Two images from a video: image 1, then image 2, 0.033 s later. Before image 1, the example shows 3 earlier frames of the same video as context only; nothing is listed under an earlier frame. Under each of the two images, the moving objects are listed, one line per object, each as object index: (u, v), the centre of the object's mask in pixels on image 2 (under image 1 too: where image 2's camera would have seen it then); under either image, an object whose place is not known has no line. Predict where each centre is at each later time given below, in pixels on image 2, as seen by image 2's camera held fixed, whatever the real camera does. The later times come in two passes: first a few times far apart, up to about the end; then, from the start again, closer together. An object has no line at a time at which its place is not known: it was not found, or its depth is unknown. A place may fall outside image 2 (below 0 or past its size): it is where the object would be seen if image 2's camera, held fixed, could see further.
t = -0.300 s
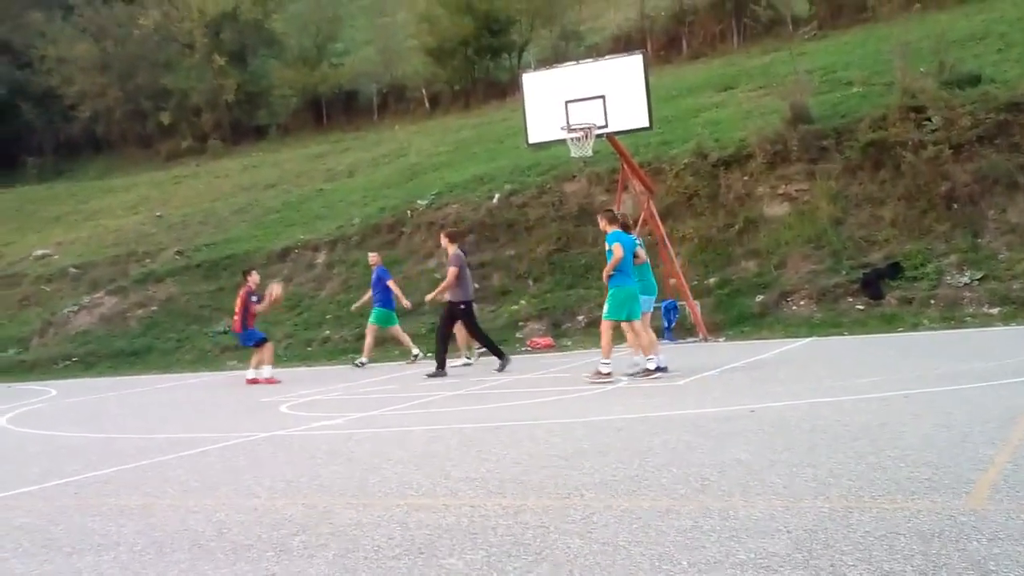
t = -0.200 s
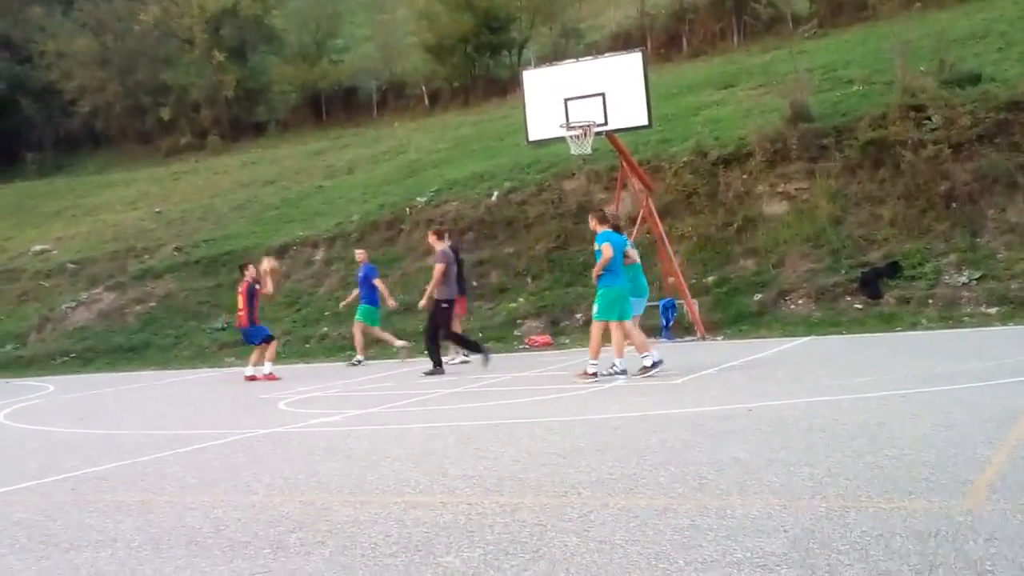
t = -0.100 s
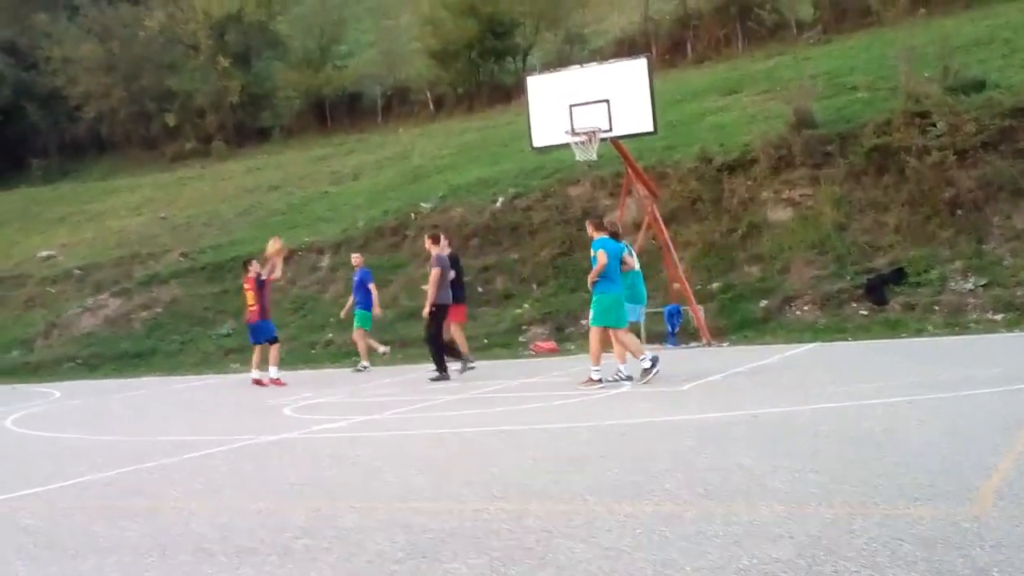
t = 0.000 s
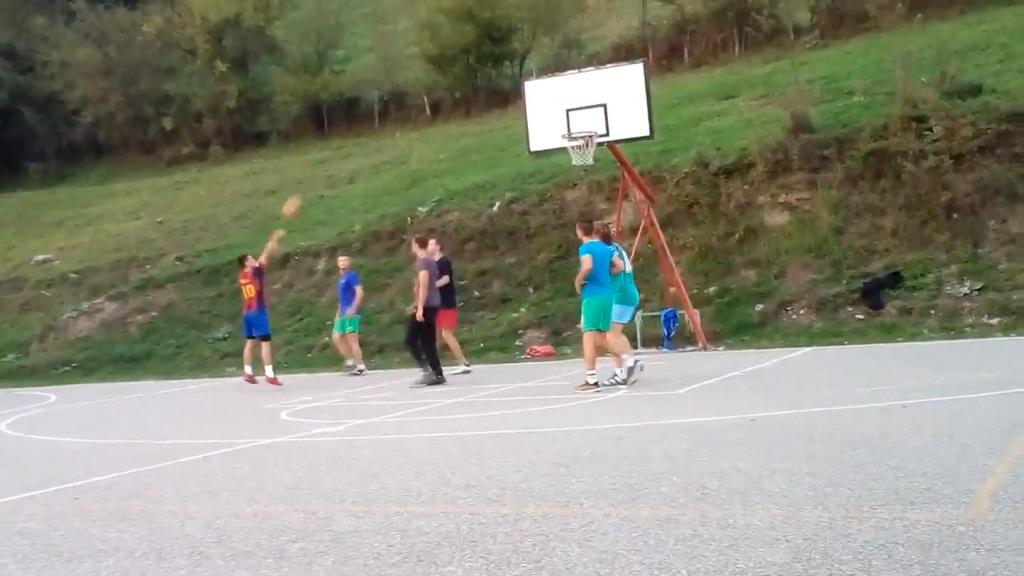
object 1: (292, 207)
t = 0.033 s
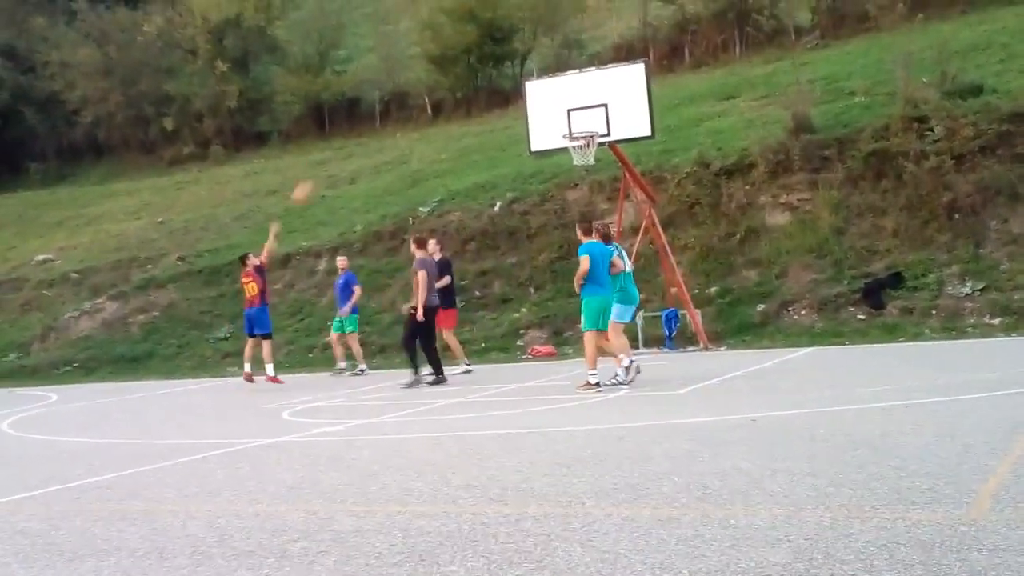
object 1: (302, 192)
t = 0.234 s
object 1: (357, 122)
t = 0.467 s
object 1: (422, 75)
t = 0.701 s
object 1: (491, 68)
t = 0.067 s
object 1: (311, 178)
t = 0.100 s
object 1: (320, 166)
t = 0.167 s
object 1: (339, 140)
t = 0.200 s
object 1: (349, 131)
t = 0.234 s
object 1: (357, 122)
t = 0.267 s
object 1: (367, 113)
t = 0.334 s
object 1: (385, 99)
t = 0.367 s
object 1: (395, 91)
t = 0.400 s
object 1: (404, 85)
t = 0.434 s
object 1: (414, 79)
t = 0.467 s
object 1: (422, 75)
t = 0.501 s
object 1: (432, 72)
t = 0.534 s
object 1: (442, 69)
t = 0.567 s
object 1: (453, 67)
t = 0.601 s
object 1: (463, 67)
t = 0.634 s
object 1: (471, 66)
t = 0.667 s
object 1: (482, 66)
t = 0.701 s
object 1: (491, 68)
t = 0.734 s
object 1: (502, 70)
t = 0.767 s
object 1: (511, 72)
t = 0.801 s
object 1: (522, 78)
